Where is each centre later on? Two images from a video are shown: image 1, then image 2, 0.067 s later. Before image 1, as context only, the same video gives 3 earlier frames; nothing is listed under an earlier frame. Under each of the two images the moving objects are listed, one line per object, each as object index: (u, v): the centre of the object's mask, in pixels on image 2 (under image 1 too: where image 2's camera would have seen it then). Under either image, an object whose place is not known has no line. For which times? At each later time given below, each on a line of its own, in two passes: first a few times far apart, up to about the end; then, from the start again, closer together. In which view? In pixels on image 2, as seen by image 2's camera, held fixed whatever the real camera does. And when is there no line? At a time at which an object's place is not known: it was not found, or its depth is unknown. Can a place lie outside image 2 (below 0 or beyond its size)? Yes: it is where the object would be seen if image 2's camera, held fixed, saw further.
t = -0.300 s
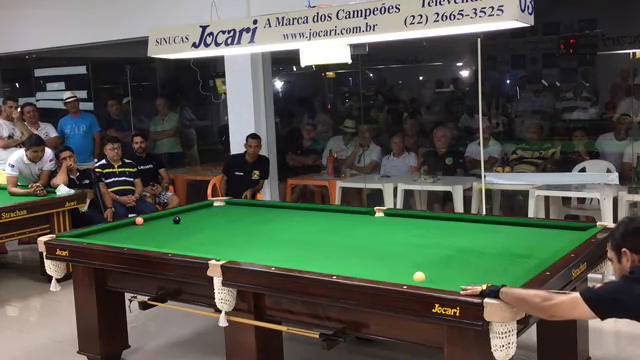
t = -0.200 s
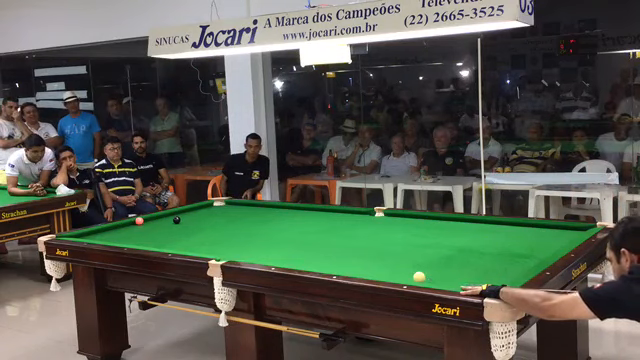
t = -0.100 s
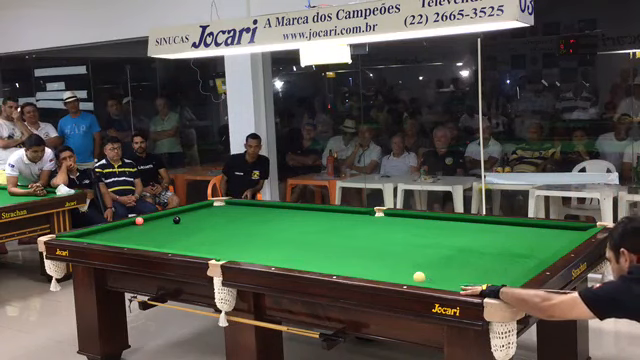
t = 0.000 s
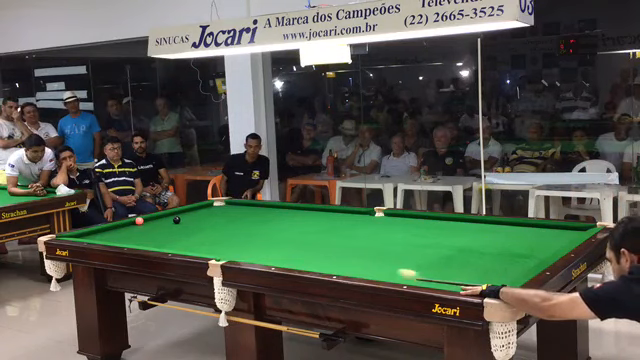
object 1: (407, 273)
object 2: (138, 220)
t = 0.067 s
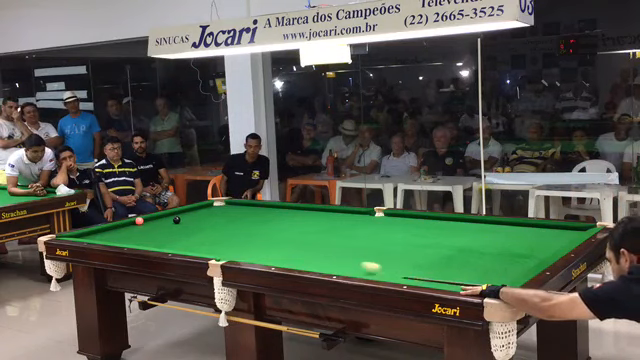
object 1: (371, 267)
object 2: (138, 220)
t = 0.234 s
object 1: (298, 253)
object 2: (138, 220)
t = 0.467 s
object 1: (229, 239)
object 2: (138, 220)
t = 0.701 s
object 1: (181, 230)
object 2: (138, 220)
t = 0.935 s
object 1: (140, 222)
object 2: (137, 219)
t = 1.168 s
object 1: (132, 228)
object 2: (160, 218)
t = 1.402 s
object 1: (132, 234)
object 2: (180, 215)
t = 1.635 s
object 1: (132, 241)
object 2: (199, 214)
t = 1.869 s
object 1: (152, 243)
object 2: (217, 212)
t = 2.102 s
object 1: (183, 243)
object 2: (233, 210)
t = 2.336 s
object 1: (213, 242)
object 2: (249, 209)
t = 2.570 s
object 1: (241, 241)
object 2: (263, 207)
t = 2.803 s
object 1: (269, 240)
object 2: (276, 206)
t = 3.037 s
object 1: (296, 239)
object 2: (276, 207)
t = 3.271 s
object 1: (322, 239)
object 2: (277, 208)
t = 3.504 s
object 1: (346, 238)
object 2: (277, 210)
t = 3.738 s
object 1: (370, 237)
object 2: (277, 210)
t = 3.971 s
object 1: (393, 236)
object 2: (278, 211)
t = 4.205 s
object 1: (415, 236)
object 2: (278, 212)
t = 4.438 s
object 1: (436, 235)
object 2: (278, 213)
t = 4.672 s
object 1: (456, 235)
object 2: (278, 213)
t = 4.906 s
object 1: (475, 234)
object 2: (277, 214)
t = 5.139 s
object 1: (493, 234)
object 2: (277, 214)
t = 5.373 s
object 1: (511, 234)
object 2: (277, 214)
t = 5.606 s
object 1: (527, 234)
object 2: (277, 214)
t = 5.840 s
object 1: (542, 233)
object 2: (277, 214)
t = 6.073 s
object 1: (556, 232)
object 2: (277, 214)
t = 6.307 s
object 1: (569, 232)
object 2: (277, 214)
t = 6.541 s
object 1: (580, 231)
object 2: (277, 214)
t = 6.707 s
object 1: (578, 231)
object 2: (277, 214)
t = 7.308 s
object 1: (571, 230)
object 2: (277, 214)
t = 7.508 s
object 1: (570, 229)
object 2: (276, 214)
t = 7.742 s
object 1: (568, 229)
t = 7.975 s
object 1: (567, 229)
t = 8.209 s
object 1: (567, 229)
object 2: (276, 214)
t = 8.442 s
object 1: (567, 229)
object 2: (276, 214)
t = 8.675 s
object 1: (567, 229)
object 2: (276, 214)
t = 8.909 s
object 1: (567, 229)
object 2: (276, 214)
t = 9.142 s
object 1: (567, 229)
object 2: (276, 214)
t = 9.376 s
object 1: (567, 229)
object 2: (276, 214)
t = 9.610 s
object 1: (567, 229)
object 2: (276, 214)
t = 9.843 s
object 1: (567, 229)
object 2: (276, 214)
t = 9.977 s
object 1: (567, 229)
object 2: (276, 214)
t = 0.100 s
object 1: (354, 264)
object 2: (138, 220)
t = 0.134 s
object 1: (339, 261)
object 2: (138, 220)
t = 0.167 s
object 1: (325, 258)
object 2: (138, 220)
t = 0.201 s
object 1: (311, 255)
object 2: (138, 220)
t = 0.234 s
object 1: (298, 253)
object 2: (138, 220)
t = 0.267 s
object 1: (286, 250)
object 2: (138, 220)
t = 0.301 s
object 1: (275, 248)
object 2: (138, 220)
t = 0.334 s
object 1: (264, 246)
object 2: (138, 220)
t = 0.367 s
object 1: (255, 244)
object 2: (138, 220)
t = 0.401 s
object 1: (245, 242)
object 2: (138, 220)
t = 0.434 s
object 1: (237, 241)
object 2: (138, 220)
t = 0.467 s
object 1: (229, 239)
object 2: (138, 220)
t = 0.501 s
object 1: (221, 238)
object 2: (138, 220)
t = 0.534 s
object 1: (214, 236)
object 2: (138, 220)
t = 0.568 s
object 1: (207, 235)
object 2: (138, 220)
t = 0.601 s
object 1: (200, 234)
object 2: (138, 220)
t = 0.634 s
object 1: (194, 232)
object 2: (138, 220)
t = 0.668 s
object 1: (187, 231)
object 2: (138, 220)
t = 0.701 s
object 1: (181, 230)
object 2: (138, 220)
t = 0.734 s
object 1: (175, 229)
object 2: (138, 220)
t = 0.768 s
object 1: (169, 228)
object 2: (138, 220)
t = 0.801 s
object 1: (163, 227)
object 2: (138, 220)
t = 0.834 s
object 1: (158, 226)
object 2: (138, 220)
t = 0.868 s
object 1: (152, 225)
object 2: (138, 220)
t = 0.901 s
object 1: (147, 224)
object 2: (138, 220)
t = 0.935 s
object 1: (140, 222)
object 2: (137, 219)
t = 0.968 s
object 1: (136, 221)
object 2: (140, 220)
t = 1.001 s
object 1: (131, 222)
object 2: (143, 220)
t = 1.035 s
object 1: (131, 224)
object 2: (147, 219)
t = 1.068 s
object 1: (131, 225)
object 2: (151, 219)
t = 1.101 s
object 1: (132, 226)
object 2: (154, 219)
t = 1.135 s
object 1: (132, 227)
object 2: (157, 218)
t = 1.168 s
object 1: (132, 228)
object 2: (160, 218)
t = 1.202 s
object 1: (132, 229)
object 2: (163, 218)
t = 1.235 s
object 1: (132, 230)
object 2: (166, 217)
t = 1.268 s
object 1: (132, 231)
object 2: (168, 217)
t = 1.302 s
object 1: (132, 232)
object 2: (171, 216)
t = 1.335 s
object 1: (132, 233)
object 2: (174, 215)
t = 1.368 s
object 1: (132, 234)
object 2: (178, 214)
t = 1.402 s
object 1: (132, 234)
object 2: (180, 215)
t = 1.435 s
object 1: (132, 236)
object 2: (183, 216)
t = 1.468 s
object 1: (132, 236)
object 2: (186, 215)
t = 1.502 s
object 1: (132, 238)
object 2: (188, 215)
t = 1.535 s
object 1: (132, 239)
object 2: (191, 215)
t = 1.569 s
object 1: (132, 240)
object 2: (194, 214)
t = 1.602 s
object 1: (132, 240)
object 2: (196, 214)
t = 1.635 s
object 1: (132, 241)
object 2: (199, 214)
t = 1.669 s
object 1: (132, 242)
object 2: (202, 214)
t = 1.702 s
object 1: (132, 243)
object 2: (204, 213)
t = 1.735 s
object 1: (134, 243)
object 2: (207, 213)
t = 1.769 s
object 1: (139, 243)
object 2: (209, 213)
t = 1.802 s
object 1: (143, 244)
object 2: (212, 212)
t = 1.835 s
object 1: (148, 243)
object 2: (214, 212)
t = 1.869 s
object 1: (152, 243)
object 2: (217, 212)
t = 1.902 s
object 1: (157, 243)
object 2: (219, 212)
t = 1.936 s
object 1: (161, 243)
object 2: (221, 212)
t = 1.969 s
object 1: (166, 244)
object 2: (224, 211)
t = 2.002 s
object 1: (170, 244)
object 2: (226, 211)
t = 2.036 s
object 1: (174, 243)
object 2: (229, 211)
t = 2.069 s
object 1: (178, 243)
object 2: (231, 211)
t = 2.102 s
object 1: (183, 243)
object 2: (233, 210)
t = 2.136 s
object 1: (187, 243)
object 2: (235, 210)
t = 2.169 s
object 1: (191, 243)
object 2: (237, 210)
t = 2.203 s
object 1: (196, 243)
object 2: (240, 210)
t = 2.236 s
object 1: (200, 243)
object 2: (242, 210)
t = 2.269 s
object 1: (204, 243)
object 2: (244, 209)
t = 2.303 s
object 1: (209, 242)
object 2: (246, 209)
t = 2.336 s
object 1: (213, 242)
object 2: (249, 209)
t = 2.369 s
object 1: (217, 242)
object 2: (251, 209)
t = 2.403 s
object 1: (221, 242)
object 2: (253, 208)
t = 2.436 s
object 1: (225, 242)
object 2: (255, 208)
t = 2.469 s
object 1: (229, 241)
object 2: (257, 208)
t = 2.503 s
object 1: (233, 241)
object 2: (259, 208)
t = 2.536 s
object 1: (237, 241)
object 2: (261, 207)
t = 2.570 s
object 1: (241, 241)
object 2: (263, 207)
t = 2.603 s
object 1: (245, 241)
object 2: (265, 207)
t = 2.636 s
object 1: (249, 241)
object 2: (267, 207)
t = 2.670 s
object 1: (253, 241)
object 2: (269, 206)
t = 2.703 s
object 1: (258, 241)
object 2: (271, 206)
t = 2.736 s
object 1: (261, 241)
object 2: (272, 206)
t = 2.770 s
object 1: (265, 240)
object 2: (274, 206)
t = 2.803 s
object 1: (269, 240)
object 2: (276, 206)
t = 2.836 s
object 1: (273, 240)
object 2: (276, 206)
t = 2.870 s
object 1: (277, 240)
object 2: (276, 206)
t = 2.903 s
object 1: (281, 240)
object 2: (276, 206)
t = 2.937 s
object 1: (284, 240)
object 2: (276, 206)
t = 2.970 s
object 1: (288, 240)
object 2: (276, 206)
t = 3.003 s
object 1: (292, 240)
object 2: (276, 207)
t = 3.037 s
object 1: (296, 239)
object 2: (276, 207)
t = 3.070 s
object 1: (300, 239)
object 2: (276, 207)
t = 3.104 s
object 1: (303, 239)
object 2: (276, 207)
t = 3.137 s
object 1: (307, 239)
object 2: (276, 207)
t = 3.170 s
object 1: (311, 239)
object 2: (276, 207)
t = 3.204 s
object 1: (314, 239)
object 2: (277, 208)
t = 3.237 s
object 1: (318, 239)
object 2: (277, 208)
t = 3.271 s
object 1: (322, 239)
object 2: (277, 208)
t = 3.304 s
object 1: (325, 239)
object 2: (277, 208)
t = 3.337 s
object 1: (329, 239)
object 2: (277, 209)
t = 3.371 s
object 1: (332, 239)
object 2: (277, 209)
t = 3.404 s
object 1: (336, 238)
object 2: (277, 209)
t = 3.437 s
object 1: (340, 238)
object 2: (277, 209)
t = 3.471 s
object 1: (343, 238)
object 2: (277, 209)
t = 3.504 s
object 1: (346, 238)
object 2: (277, 210)
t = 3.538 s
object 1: (350, 238)
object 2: (277, 210)
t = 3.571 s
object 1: (353, 238)
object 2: (277, 210)
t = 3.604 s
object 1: (357, 238)
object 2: (277, 210)
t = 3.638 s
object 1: (360, 237)
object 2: (277, 210)
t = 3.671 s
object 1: (364, 237)
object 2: (277, 210)
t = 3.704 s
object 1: (367, 237)
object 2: (277, 210)
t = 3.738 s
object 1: (370, 237)
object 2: (277, 210)
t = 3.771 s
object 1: (374, 237)
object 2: (277, 211)
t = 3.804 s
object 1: (377, 237)
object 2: (277, 211)
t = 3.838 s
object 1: (380, 237)
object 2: (278, 211)
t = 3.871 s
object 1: (384, 237)
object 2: (278, 211)
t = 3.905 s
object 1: (387, 237)
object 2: (278, 211)
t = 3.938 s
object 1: (390, 237)
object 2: (278, 211)
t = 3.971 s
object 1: (393, 236)
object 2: (278, 211)
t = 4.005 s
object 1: (397, 236)
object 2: (278, 211)
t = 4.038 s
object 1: (400, 236)
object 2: (278, 211)
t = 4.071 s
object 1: (403, 236)
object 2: (278, 212)
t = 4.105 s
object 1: (406, 236)
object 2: (278, 212)
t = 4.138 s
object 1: (409, 236)
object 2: (278, 212)
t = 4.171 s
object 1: (412, 236)
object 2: (278, 212)
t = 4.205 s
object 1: (415, 236)
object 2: (278, 212)
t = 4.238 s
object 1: (418, 236)
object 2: (278, 213)
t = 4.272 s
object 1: (421, 236)
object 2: (278, 213)
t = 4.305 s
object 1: (424, 236)
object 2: (278, 213)
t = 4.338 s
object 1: (427, 235)
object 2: (278, 213)
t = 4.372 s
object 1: (430, 235)
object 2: (278, 213)
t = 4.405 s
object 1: (433, 235)
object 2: (278, 213)
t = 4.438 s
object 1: (436, 235)
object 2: (278, 213)
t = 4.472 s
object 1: (439, 235)
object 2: (278, 213)
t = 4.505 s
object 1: (442, 235)
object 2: (278, 213)
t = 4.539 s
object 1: (445, 235)
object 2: (278, 213)
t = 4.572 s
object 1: (448, 235)
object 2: (278, 213)
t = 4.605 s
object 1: (451, 235)
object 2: (278, 213)
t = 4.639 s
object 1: (453, 235)
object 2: (278, 213)
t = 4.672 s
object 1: (456, 235)
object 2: (278, 213)
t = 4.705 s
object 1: (459, 235)
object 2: (277, 214)
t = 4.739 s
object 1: (462, 235)
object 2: (277, 214)
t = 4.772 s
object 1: (465, 235)
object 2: (277, 214)
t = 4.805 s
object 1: (467, 235)
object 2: (277, 214)
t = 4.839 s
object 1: (470, 234)
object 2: (277, 214)
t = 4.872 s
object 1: (473, 234)
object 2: (277, 214)
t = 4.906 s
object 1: (475, 234)
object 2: (277, 214)
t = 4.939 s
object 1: (478, 234)
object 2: (277, 214)
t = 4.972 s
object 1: (481, 234)
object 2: (277, 214)
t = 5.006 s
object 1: (483, 234)
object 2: (277, 214)
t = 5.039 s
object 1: (486, 234)
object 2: (277, 214)
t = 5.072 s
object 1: (488, 234)
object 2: (277, 214)
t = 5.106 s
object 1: (491, 234)
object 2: (277, 214)
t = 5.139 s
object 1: (493, 234)
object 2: (277, 214)
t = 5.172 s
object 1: (496, 234)
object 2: (277, 214)
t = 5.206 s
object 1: (498, 234)
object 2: (277, 214)
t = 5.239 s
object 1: (501, 234)
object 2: (277, 214)
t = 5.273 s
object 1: (504, 234)
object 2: (277, 214)
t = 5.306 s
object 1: (506, 234)
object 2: (277, 214)
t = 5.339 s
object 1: (508, 234)
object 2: (277, 214)
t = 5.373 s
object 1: (511, 234)
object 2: (277, 214)
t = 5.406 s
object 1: (513, 234)
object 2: (277, 214)
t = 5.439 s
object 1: (515, 234)
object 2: (277, 214)
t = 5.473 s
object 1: (518, 234)
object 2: (277, 214)
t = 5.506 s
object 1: (520, 234)
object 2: (277, 214)
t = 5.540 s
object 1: (523, 233)
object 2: (277, 214)
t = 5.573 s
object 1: (525, 233)
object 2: (277, 214)
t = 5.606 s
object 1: (527, 234)
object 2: (277, 214)
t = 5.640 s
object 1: (529, 233)
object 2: (277, 214)
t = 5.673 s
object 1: (532, 233)
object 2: (277, 214)
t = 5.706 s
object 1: (534, 233)
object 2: (277, 214)
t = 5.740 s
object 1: (536, 233)
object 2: (277, 214)
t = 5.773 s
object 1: (538, 233)
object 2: (277, 214)
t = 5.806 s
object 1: (540, 233)
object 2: (277, 214)
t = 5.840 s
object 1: (542, 233)
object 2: (277, 214)
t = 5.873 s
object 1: (544, 233)
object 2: (277, 214)
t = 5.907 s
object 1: (546, 233)
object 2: (277, 214)
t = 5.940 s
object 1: (548, 233)
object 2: (277, 214)
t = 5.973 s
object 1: (550, 233)
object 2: (277, 214)
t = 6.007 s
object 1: (552, 233)
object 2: (277, 214)
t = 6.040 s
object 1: (554, 233)
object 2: (277, 214)
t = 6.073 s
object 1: (556, 232)
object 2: (277, 214)
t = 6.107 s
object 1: (558, 232)
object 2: (277, 214)
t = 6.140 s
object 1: (560, 233)
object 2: (277, 214)
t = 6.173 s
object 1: (562, 232)
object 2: (277, 214)
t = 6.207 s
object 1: (564, 232)
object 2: (277, 214)
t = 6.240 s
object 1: (565, 232)
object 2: (277, 214)
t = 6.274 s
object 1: (567, 232)
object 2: (277, 214)
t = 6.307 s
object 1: (569, 232)
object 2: (277, 214)
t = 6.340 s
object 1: (571, 232)
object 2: (277, 214)
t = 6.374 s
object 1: (572, 232)
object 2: (277, 214)
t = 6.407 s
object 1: (574, 232)
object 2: (277, 214)
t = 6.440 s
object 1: (575, 232)
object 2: (277, 214)
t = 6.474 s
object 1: (577, 232)
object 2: (277, 214)
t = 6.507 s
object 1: (578, 232)
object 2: (277, 214)
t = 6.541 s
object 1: (580, 231)
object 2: (277, 214)
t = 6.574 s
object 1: (580, 231)
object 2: (277, 214)
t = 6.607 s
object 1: (580, 231)
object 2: (277, 214)
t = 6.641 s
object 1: (579, 231)
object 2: (277, 214)
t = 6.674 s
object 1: (578, 231)
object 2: (277, 214)
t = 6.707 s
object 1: (578, 231)
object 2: (277, 214)
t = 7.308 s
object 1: (571, 230)
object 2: (277, 214)
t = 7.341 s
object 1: (570, 230)
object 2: (277, 214)
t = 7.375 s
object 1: (570, 230)
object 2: (276, 214)
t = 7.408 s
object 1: (570, 230)
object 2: (276, 214)
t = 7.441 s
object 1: (570, 230)
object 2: (276, 214)
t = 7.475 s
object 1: (570, 230)
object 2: (276, 214)
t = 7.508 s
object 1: (570, 229)
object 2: (276, 214)
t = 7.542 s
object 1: (570, 229)
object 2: (277, 214)
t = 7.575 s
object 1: (569, 229)
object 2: (276, 214)
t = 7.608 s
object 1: (569, 229)
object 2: (276, 214)
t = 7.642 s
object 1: (569, 230)
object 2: (276, 214)
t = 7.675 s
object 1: (568, 230)
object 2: (276, 213)
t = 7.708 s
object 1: (568, 229)
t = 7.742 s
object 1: (568, 229)
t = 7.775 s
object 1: (568, 229)
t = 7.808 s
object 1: (568, 229)
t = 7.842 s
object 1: (568, 229)
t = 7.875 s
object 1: (568, 229)
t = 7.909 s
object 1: (567, 229)
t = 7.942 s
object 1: (567, 229)
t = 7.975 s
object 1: (567, 229)
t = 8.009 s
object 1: (567, 229)
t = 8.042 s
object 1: (567, 229)
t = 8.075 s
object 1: (567, 229)
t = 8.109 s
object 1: (567, 229)
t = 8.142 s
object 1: (567, 229)
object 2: (277, 214)
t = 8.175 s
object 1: (567, 229)
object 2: (276, 214)
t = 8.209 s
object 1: (567, 229)
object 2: (276, 214)
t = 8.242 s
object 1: (567, 229)
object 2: (276, 214)
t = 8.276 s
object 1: (567, 229)
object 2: (276, 214)
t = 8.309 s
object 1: (567, 229)
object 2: (276, 214)
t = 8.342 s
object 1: (567, 229)
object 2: (276, 214)
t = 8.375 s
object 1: (567, 229)
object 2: (277, 214)
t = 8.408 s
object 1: (567, 229)
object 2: (277, 214)
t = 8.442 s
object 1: (567, 229)
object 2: (276, 214)
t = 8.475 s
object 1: (567, 229)
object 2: (276, 214)
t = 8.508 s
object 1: (567, 229)
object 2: (276, 214)
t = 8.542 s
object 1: (567, 229)
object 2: (276, 214)
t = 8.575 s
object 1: (567, 229)
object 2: (276, 214)
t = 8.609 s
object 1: (567, 229)
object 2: (276, 214)
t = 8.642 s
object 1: (567, 229)
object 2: (276, 214)
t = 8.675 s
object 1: (567, 229)
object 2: (276, 214)
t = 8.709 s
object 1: (567, 229)
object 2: (276, 214)
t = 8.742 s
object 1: (567, 229)
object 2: (276, 214)
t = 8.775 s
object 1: (567, 229)
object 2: (276, 214)
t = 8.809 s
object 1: (567, 229)
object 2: (276, 214)
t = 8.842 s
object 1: (567, 229)
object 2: (276, 214)
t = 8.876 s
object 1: (567, 229)
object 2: (276, 214)
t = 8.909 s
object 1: (567, 229)
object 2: (276, 214)
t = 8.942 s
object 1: (567, 229)
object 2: (276, 214)
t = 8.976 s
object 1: (567, 229)
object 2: (276, 214)
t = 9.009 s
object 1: (567, 229)
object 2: (276, 214)
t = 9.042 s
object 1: (567, 229)
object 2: (276, 214)
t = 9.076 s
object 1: (567, 229)
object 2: (276, 214)
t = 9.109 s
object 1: (567, 229)
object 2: (276, 214)
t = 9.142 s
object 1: (567, 229)
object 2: (276, 214)
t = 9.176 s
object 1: (567, 229)
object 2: (276, 214)
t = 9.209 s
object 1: (567, 229)
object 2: (276, 214)
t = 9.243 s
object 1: (567, 229)
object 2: (276, 214)
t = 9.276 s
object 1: (567, 229)
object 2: (276, 214)
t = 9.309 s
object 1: (567, 229)
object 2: (276, 214)
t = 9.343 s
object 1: (567, 229)
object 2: (276, 214)
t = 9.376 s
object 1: (567, 229)
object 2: (276, 214)
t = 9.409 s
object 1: (567, 229)
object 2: (276, 214)
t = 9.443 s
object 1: (567, 229)
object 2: (276, 214)
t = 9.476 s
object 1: (567, 229)
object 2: (276, 214)
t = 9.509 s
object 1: (567, 229)
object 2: (276, 214)
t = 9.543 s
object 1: (567, 229)
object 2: (276, 214)
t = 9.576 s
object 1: (567, 229)
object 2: (276, 214)
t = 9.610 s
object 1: (567, 229)
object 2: (276, 214)
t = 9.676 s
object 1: (567, 229)
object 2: (276, 214)
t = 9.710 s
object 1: (567, 229)
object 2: (276, 214)
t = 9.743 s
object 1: (567, 229)
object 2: (276, 214)
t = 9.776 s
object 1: (567, 229)
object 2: (276, 214)
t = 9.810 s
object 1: (567, 229)
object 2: (276, 214)
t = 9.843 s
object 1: (567, 229)
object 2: (276, 214)
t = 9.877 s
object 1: (567, 229)
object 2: (276, 214)
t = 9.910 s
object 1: (567, 229)
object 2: (276, 214)
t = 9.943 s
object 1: (567, 229)
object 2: (276, 214)
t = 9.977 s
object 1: (567, 229)
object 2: (276, 214)
